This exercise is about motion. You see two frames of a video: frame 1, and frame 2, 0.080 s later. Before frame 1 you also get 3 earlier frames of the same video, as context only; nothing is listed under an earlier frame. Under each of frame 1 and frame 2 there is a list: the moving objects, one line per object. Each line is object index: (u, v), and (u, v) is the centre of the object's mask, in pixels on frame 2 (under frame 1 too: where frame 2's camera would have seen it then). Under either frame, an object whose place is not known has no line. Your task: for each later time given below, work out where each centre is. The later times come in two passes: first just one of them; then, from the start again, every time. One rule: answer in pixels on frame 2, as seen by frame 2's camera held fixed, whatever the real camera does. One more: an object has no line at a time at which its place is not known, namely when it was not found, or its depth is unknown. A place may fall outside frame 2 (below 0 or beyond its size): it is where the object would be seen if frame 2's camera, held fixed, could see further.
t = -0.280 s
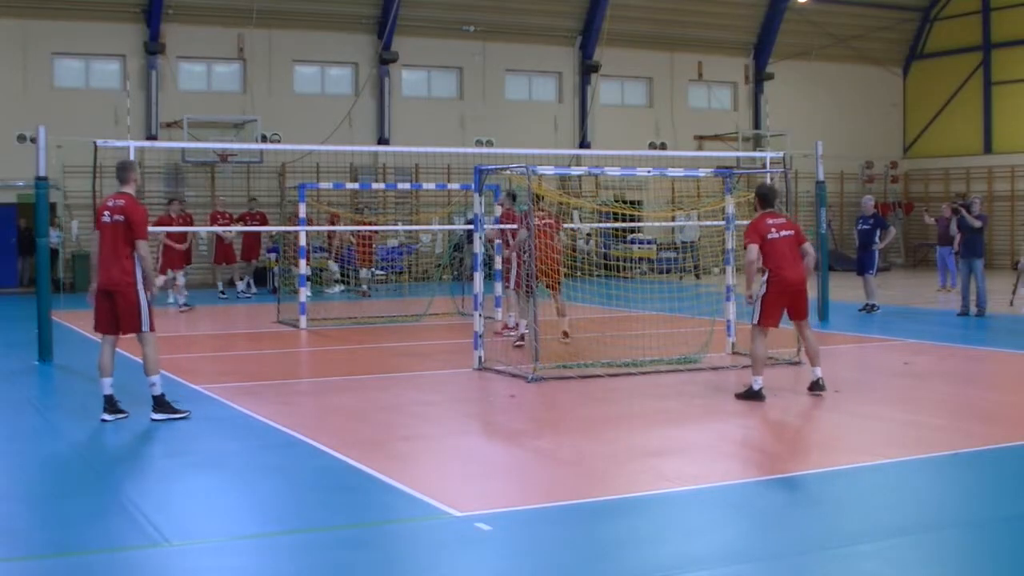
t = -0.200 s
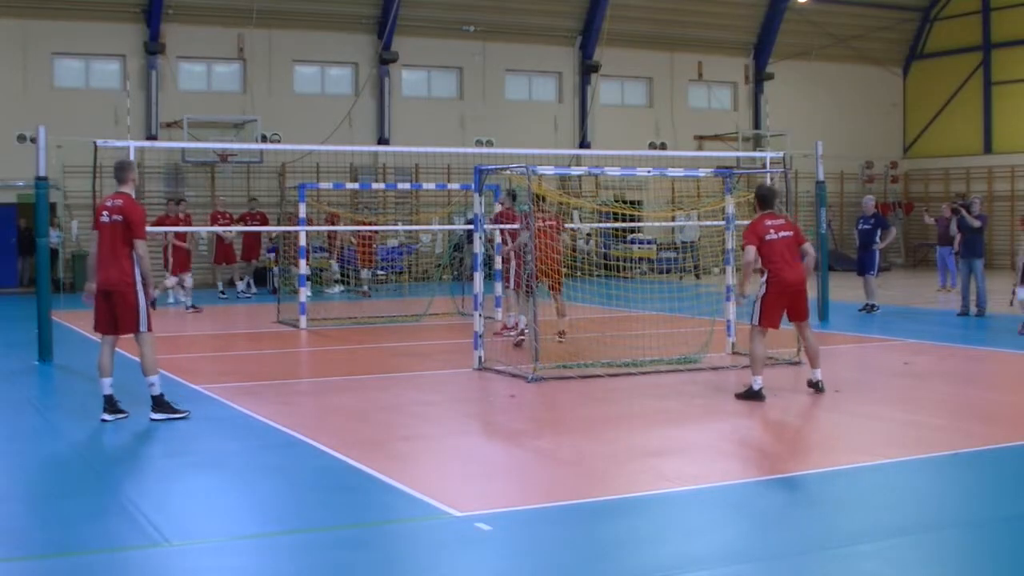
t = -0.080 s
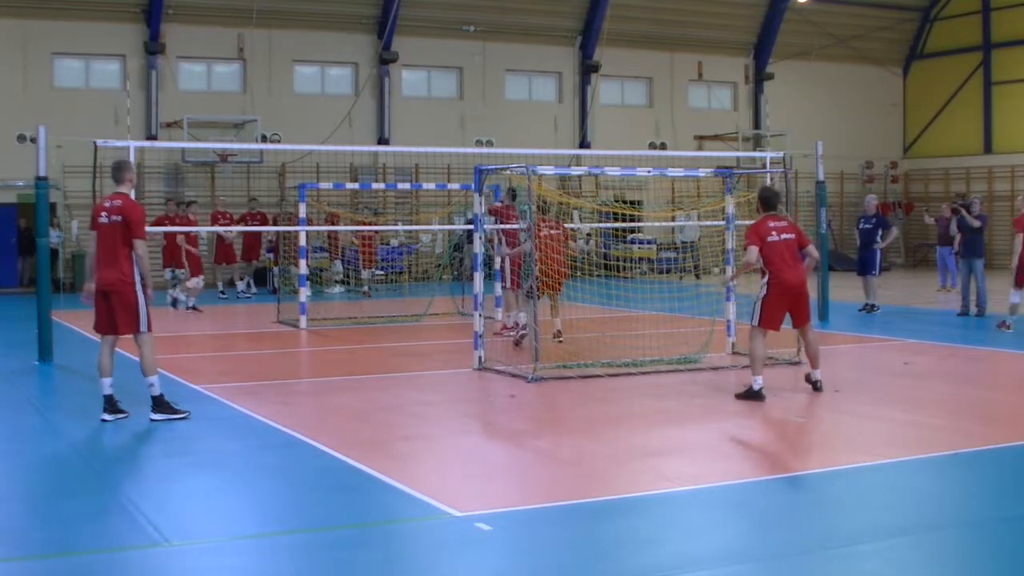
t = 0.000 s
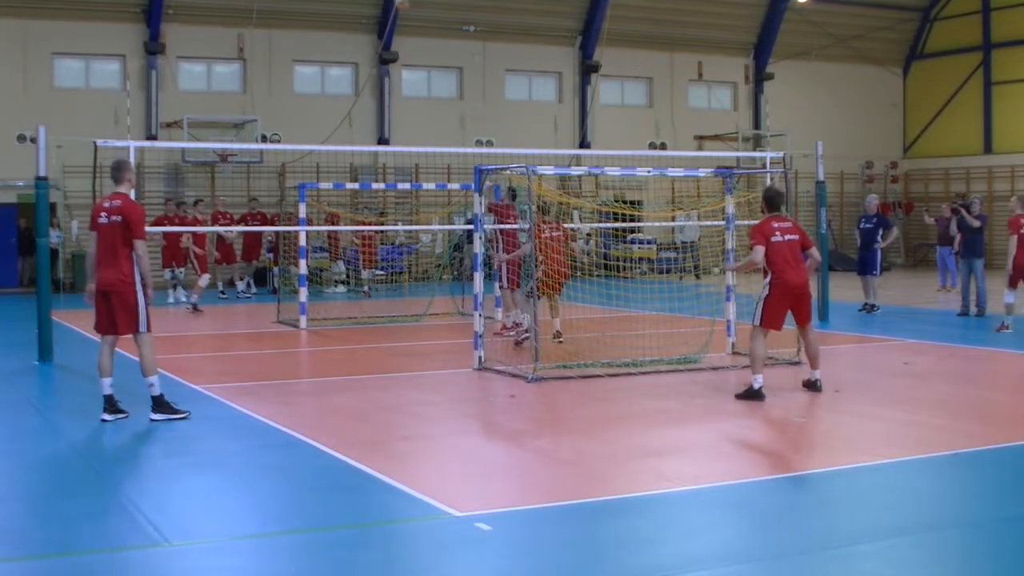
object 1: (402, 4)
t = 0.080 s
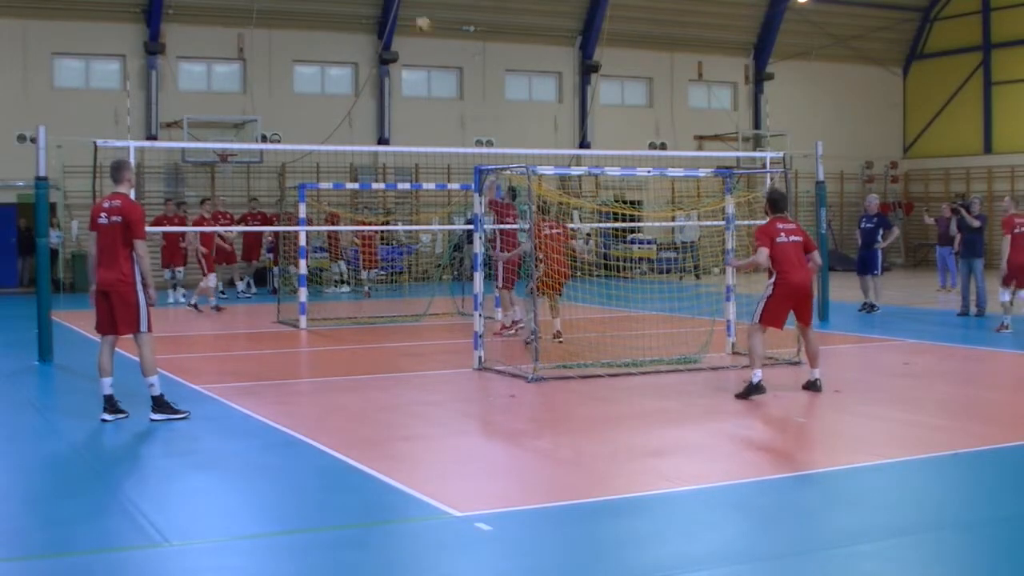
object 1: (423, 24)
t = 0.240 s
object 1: (465, 85)
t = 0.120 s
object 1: (433, 37)
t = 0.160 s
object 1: (442, 53)
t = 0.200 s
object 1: (454, 68)
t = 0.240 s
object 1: (465, 85)
